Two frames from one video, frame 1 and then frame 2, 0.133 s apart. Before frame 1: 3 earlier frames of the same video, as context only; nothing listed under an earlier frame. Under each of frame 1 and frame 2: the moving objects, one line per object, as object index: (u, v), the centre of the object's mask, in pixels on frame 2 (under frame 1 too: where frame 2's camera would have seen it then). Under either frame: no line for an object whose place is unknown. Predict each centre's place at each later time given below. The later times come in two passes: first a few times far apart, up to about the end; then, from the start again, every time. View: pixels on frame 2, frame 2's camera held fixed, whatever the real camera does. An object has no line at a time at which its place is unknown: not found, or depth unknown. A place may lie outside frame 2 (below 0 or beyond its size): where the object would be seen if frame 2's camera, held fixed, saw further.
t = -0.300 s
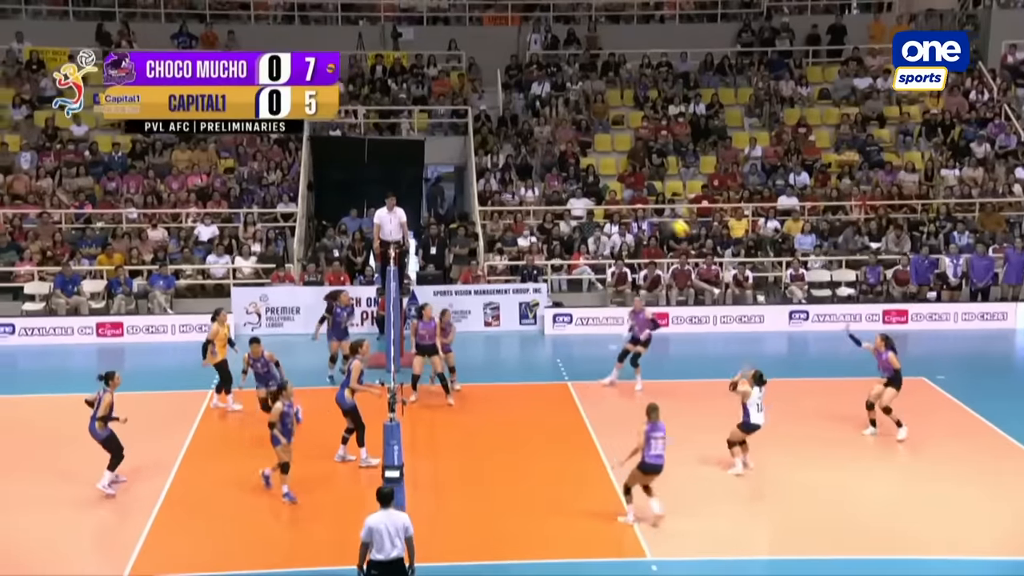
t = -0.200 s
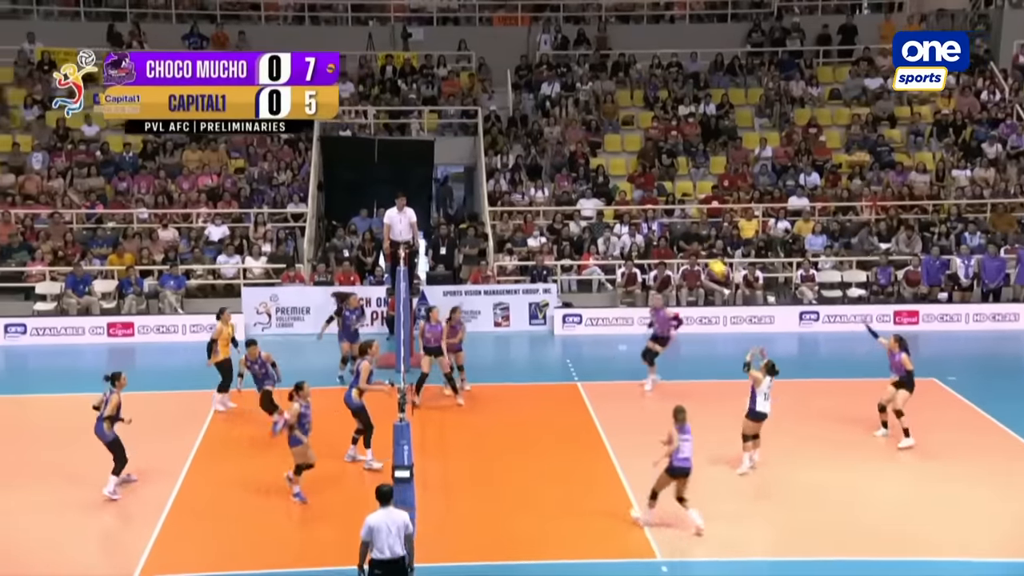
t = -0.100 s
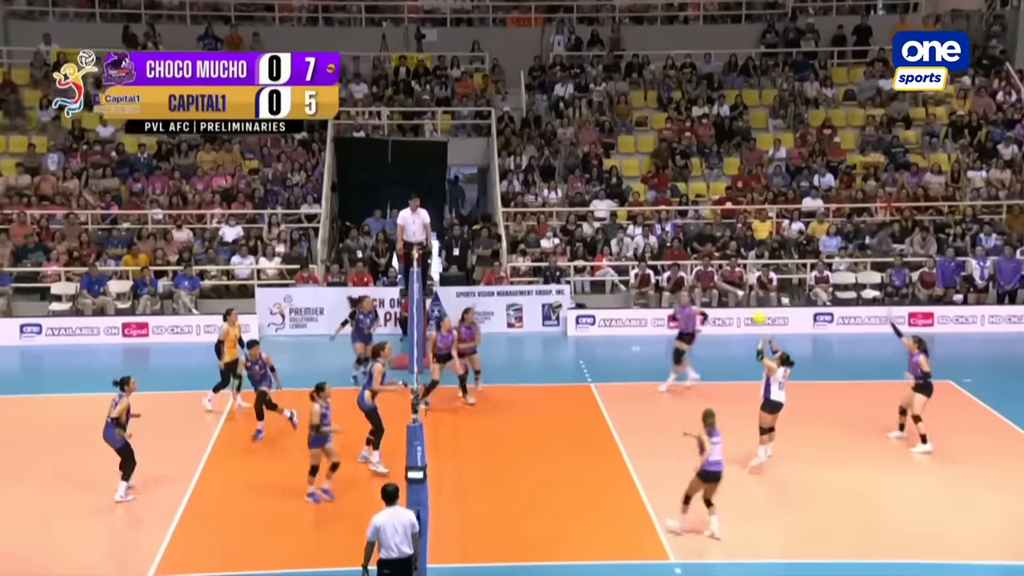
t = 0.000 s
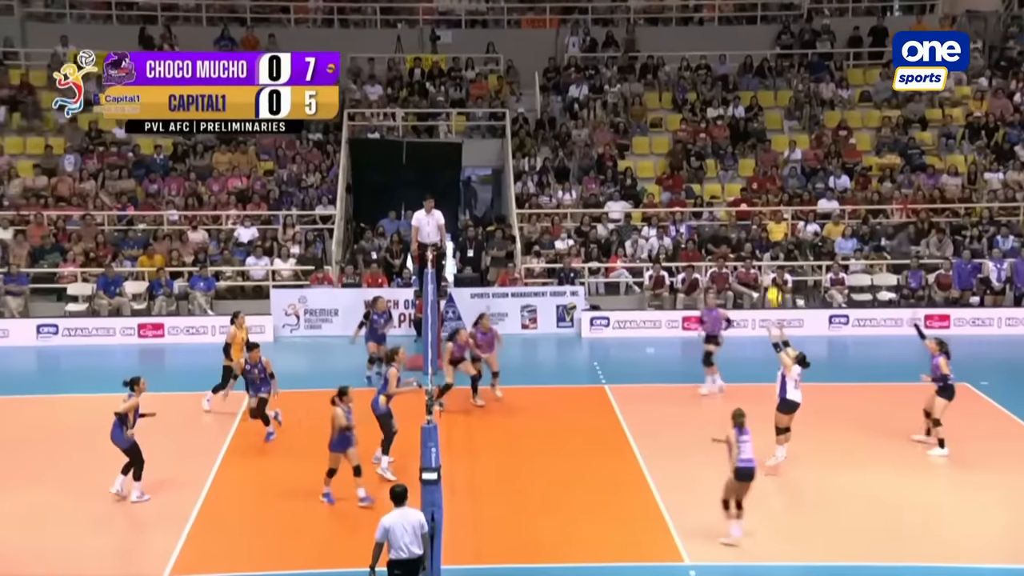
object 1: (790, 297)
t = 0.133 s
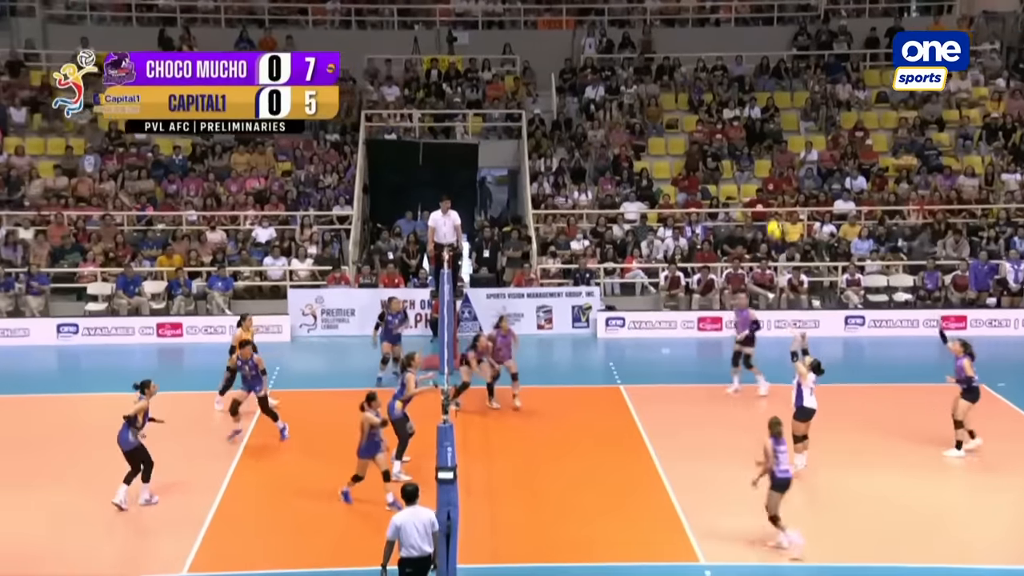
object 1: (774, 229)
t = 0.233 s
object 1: (764, 187)
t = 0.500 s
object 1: (735, 111)
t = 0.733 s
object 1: (709, 87)
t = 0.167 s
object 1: (770, 215)
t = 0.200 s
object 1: (768, 199)
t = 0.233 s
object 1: (764, 187)
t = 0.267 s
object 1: (759, 174)
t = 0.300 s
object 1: (756, 165)
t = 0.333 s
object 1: (751, 153)
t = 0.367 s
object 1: (748, 143)
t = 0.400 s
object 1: (744, 134)
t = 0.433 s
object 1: (741, 126)
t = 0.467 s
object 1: (738, 118)
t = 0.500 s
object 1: (735, 111)
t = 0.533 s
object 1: (730, 106)
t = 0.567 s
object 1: (727, 101)
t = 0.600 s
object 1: (723, 96)
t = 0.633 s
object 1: (720, 92)
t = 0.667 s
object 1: (716, 89)
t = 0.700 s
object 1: (713, 88)
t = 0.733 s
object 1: (709, 87)
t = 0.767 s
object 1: (706, 87)
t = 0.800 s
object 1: (702, 87)
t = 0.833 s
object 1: (699, 88)
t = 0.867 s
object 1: (696, 89)
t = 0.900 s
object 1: (693, 92)
